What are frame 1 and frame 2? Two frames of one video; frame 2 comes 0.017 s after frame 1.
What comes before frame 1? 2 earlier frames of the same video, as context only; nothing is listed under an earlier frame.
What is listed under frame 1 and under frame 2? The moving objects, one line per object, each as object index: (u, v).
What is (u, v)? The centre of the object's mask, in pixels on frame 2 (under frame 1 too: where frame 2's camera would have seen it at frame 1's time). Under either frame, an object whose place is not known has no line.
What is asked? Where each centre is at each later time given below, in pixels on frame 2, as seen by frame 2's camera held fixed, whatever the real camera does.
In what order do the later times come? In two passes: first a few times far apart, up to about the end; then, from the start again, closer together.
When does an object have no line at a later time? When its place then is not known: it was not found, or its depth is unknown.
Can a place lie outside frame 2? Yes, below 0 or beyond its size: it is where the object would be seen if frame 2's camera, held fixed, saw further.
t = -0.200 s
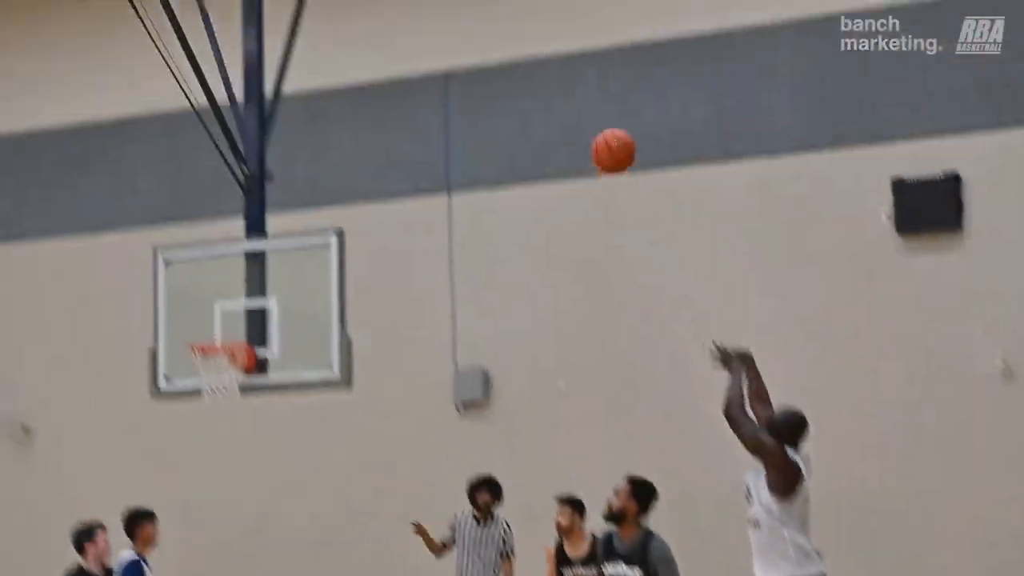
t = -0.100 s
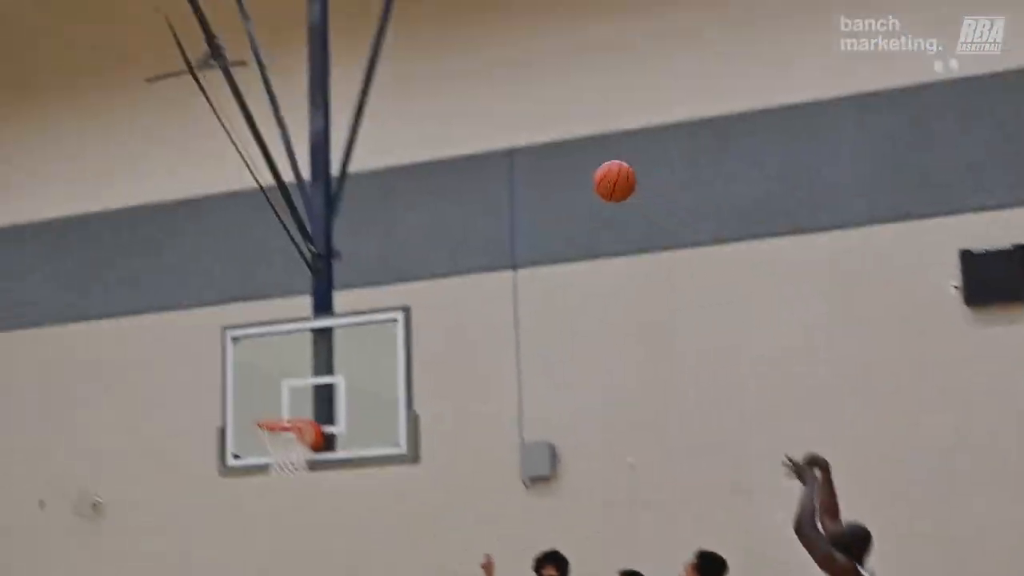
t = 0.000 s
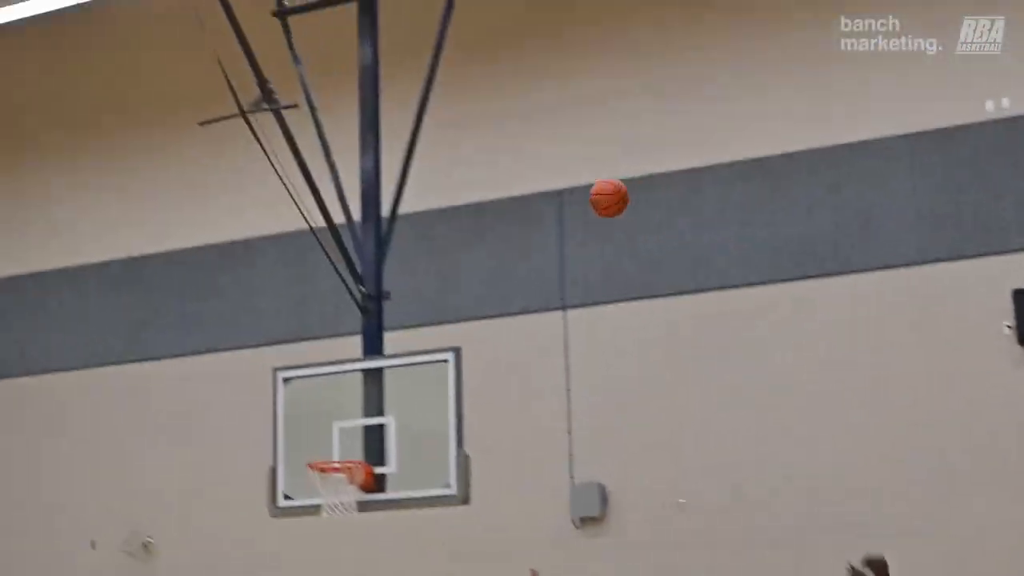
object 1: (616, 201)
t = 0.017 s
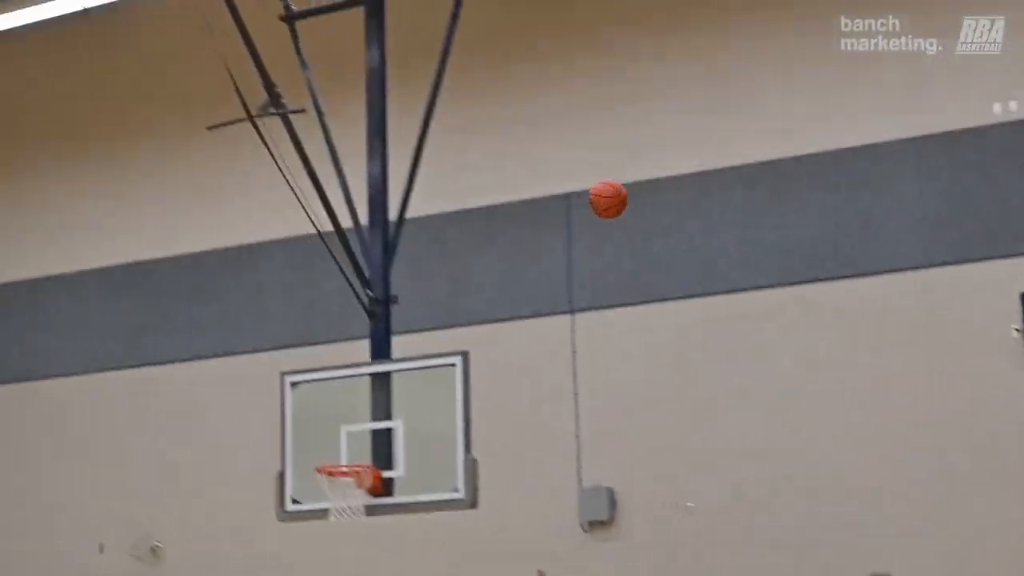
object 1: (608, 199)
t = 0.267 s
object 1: (498, 217)
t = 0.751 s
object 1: (346, 444)
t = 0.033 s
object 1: (600, 197)
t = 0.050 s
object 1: (591, 196)
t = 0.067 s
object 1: (583, 195)
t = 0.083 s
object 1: (576, 195)
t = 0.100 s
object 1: (568, 195)
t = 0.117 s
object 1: (560, 195)
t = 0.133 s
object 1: (553, 196)
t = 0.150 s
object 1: (546, 198)
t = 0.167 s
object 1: (539, 199)
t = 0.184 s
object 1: (532, 202)
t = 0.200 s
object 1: (524, 204)
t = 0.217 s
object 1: (518, 207)
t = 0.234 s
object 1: (511, 210)
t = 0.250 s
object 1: (504, 213)
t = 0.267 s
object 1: (498, 217)
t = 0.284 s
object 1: (491, 221)
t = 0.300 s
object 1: (484, 225)
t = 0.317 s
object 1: (478, 230)
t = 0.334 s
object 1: (472, 235)
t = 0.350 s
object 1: (466, 240)
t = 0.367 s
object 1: (460, 245)
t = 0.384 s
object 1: (455, 251)
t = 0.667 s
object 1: (369, 388)
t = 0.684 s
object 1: (364, 398)
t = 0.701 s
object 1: (359, 409)
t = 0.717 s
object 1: (355, 421)
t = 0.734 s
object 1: (350, 432)
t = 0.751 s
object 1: (346, 444)
